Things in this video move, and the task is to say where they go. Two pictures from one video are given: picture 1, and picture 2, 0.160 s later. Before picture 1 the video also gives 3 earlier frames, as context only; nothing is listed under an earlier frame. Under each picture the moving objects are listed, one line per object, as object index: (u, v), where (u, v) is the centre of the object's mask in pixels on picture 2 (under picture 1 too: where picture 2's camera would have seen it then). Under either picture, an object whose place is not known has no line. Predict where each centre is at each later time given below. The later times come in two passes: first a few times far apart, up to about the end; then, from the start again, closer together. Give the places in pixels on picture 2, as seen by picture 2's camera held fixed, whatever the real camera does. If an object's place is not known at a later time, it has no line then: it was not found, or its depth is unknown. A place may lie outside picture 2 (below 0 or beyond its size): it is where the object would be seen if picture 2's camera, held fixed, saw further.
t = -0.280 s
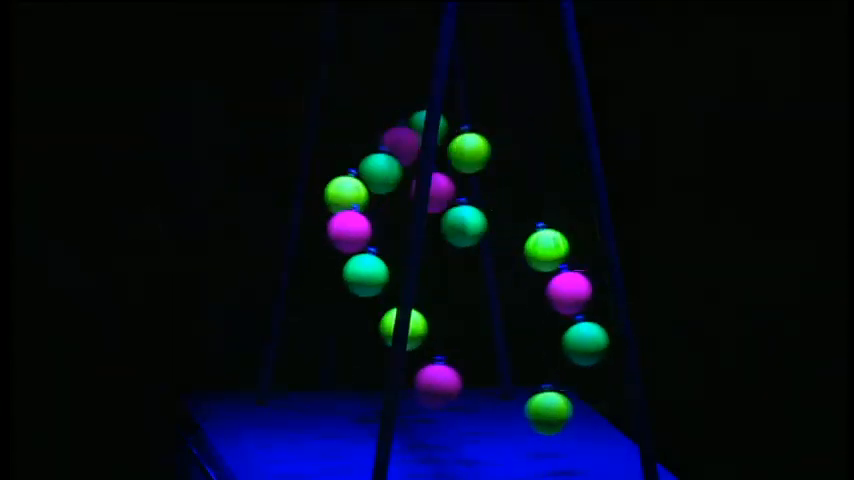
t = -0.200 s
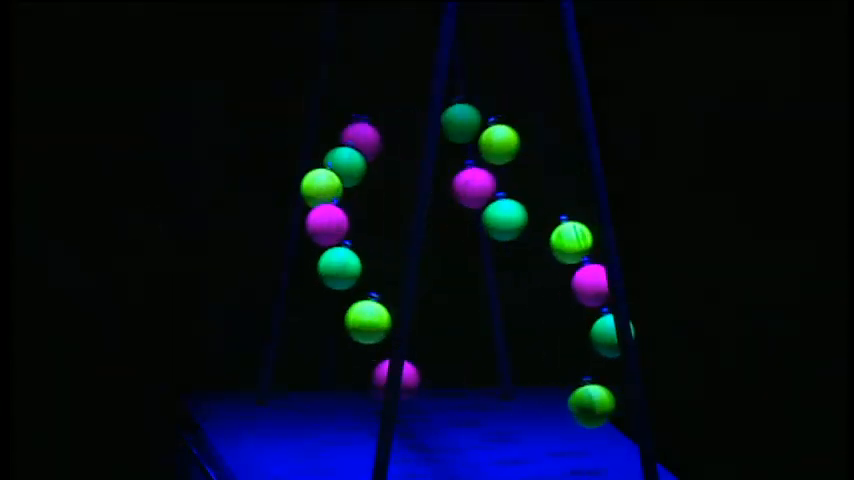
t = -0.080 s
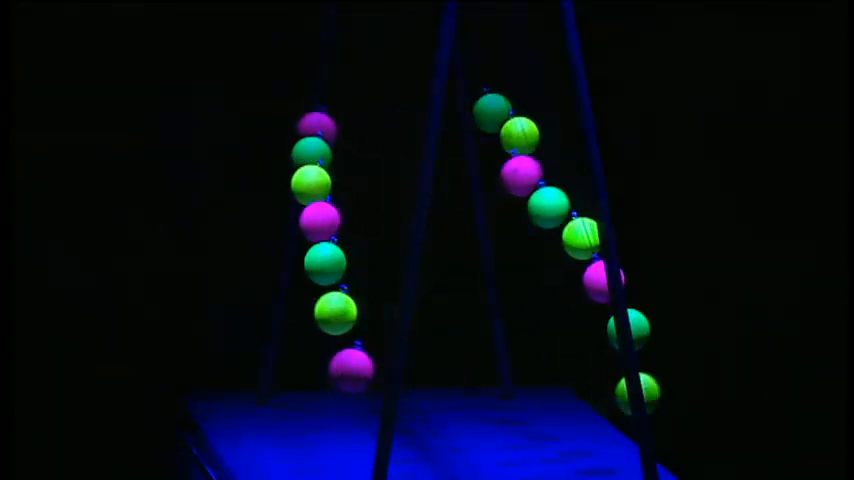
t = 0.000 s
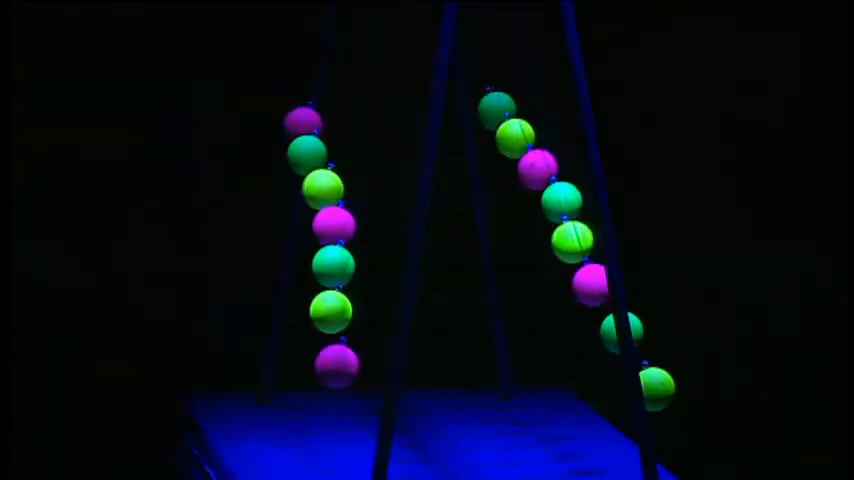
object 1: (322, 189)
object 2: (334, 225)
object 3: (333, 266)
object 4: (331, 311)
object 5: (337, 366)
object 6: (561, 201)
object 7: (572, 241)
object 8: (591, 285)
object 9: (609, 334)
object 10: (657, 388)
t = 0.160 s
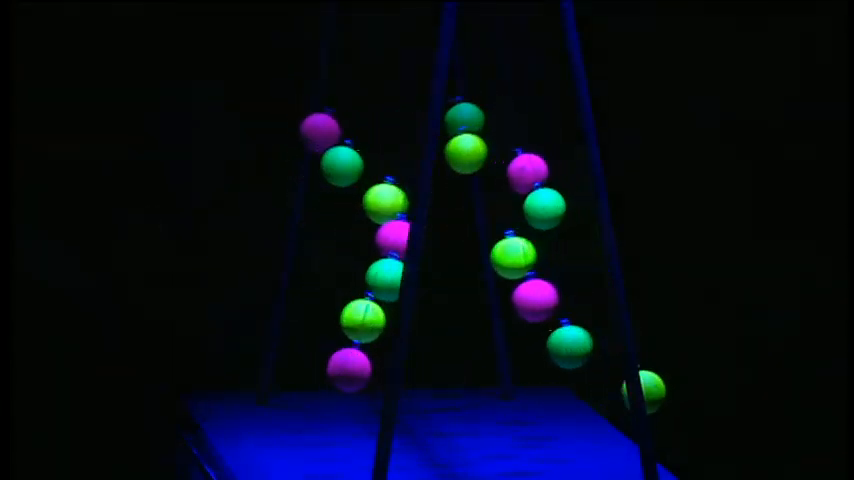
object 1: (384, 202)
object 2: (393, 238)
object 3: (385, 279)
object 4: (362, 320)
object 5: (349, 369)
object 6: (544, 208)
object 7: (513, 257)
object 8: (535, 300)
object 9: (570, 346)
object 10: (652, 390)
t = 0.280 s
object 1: (450, 204)
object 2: (468, 237)
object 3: (450, 281)
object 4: (423, 331)
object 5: (379, 377)
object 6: (498, 220)
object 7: (446, 256)
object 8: (470, 307)
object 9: (505, 356)
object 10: (603, 403)
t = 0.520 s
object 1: (545, 183)
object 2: (563, 221)
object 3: (569, 267)
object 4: (550, 325)
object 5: (526, 383)
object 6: (370, 220)
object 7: (338, 247)
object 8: (353, 293)
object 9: (373, 346)
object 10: (466, 415)
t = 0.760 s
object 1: (520, 192)
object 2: (546, 226)
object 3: (582, 263)
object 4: (604, 309)
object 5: (616, 366)
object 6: (314, 205)
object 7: (337, 246)
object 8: (337, 288)
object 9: (334, 335)
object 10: (353, 399)
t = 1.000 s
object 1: (399, 197)
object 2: (434, 235)
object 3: (484, 283)
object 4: (561, 322)
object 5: (612, 367)
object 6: (384, 223)
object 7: (446, 263)
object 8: (436, 306)
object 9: (418, 354)
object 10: (347, 397)
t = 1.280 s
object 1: (311, 184)
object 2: (322, 223)
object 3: (347, 270)
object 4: (414, 329)
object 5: (487, 381)
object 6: (527, 213)
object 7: (571, 242)
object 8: (577, 289)
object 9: (566, 347)
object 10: (476, 415)
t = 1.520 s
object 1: (370, 198)
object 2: (359, 232)
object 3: (337, 267)
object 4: (333, 312)
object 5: (364, 373)
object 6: (558, 202)
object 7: (560, 246)
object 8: (593, 284)
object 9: (638, 328)
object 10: (608, 401)
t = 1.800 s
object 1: (513, 194)
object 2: (503, 237)
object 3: (459, 280)
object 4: (383, 324)
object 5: (350, 369)
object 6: (447, 226)
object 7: (431, 263)
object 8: (479, 307)
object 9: (551, 350)
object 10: (656, 389)
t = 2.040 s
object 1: (548, 182)
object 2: (571, 218)
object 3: (572, 265)
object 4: (524, 329)
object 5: (456, 385)
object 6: (334, 208)
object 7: (328, 244)
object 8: (358, 294)
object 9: (420, 354)
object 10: (561, 410)
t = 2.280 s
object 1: (462, 204)
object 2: (517, 234)
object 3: (579, 263)
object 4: (602, 310)
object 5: (587, 374)
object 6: (329, 210)
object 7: (352, 250)
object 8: (335, 288)
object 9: (335, 336)
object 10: (420, 411)
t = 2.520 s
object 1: (341, 195)
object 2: (388, 238)
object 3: (475, 284)
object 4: (581, 317)
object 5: (647, 358)
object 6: (439, 227)
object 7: (471, 255)
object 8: (430, 305)
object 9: (371, 345)
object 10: (337, 394)
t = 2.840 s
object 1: (341, 192)
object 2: (324, 223)
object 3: (334, 266)
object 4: (422, 331)
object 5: (533, 382)
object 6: (559, 202)
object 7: (580, 238)
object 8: (583, 287)
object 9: (546, 348)
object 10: (412, 411)
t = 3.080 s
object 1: (458, 205)
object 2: (400, 239)
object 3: (353, 271)
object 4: (334, 312)
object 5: (410, 381)
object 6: (518, 214)
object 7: (527, 254)
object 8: (589, 286)
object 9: (637, 328)
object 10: (549, 412)
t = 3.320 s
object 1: (547, 183)
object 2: (535, 230)
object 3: (468, 280)
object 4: (370, 322)
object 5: (336, 366)
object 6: (390, 221)
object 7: (391, 259)
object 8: (488, 306)
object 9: (588, 342)
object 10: (654, 390)
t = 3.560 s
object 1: (515, 194)
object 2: (567, 219)
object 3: (576, 265)
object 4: (496, 331)
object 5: (379, 376)
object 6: (316, 204)
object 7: (324, 242)
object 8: (364, 296)
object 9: (461, 357)
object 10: (620, 398)
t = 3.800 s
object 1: (394, 204)
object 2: (480, 240)
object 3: (575, 265)
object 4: (597, 313)
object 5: (524, 380)
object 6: (361, 217)
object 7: (369, 255)
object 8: (334, 288)
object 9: (351, 341)
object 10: (514, 415)
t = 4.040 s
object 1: (314, 186)
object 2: (358, 233)
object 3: (467, 284)
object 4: (595, 314)
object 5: (615, 366)
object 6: (487, 220)
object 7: (497, 259)
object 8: (426, 306)
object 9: (347, 339)
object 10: (372, 403)
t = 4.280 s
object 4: (489, 333)
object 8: (548, 298)
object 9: (452, 358)
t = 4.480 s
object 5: (534, 383)
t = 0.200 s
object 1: (399, 204)
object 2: (430, 243)
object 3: (422, 284)
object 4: (376, 323)
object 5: (360, 372)
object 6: (531, 212)
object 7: (492, 260)
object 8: (514, 303)
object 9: (550, 350)
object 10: (620, 397)
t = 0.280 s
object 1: (450, 204)
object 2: (468, 237)
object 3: (450, 281)
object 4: (423, 331)
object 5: (379, 377)
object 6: (498, 220)
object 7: (446, 256)
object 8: (470, 307)
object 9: (505, 356)
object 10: (603, 403)
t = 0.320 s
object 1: (472, 196)
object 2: (487, 240)
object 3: (478, 283)
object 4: (439, 332)
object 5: (416, 384)
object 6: (473, 217)
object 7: (432, 264)
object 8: (447, 301)
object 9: (482, 357)
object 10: (583, 407)
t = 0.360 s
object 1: (492, 198)
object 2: (507, 236)
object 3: (498, 282)
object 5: (433, 385)
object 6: (455, 226)
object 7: (393, 259)
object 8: (428, 306)
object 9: (460, 355)
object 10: (562, 410)
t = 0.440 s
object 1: (525, 190)
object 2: (541, 228)
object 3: (538, 275)
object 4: (508, 331)
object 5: (480, 386)
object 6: (399, 224)
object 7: (365, 254)
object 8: (381, 299)
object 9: (419, 354)
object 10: (515, 415)
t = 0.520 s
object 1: (545, 183)
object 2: (563, 221)
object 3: (569, 267)
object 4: (550, 325)
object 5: (526, 383)
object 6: (370, 220)
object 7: (338, 247)
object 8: (353, 293)
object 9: (373, 346)
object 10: (466, 415)
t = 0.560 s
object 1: (550, 181)
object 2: (569, 218)
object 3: (580, 263)
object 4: (568, 321)
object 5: (550, 381)
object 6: (354, 215)
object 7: (329, 244)
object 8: (341, 289)
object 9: (361, 343)
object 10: (443, 414)
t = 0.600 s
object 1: (551, 180)
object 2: (572, 217)
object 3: (586, 261)
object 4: (583, 317)
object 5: (570, 377)
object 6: (339, 210)
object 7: (323, 242)
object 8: (334, 287)
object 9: (349, 340)
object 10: (420, 412)
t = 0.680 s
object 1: (543, 184)
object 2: (566, 220)
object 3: (588, 260)
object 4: (599, 312)
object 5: (604, 371)
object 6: (318, 204)
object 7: (323, 242)
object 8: (329, 286)
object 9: (334, 336)
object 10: (371, 404)
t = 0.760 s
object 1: (520, 192)
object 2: (546, 226)
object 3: (582, 263)
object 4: (604, 309)
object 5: (616, 366)
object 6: (314, 205)
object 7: (337, 246)
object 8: (337, 288)
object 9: (334, 335)
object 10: (353, 399)
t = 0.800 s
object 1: (505, 196)
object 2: (532, 231)
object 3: (573, 266)
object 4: (604, 309)
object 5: (646, 359)
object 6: (318, 206)
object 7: (349, 249)
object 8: (347, 291)
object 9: (339, 337)
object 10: (344, 396)
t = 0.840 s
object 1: (486, 201)
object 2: (514, 235)
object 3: (560, 269)
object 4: (602, 311)
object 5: (647, 358)
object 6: (325, 209)
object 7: (365, 253)
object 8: (360, 295)
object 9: (347, 339)
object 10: (337, 395)
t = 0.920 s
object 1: (446, 206)
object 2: (474, 241)
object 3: (526, 277)
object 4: (591, 315)
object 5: (646, 358)
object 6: (349, 216)
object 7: (393, 257)
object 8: (386, 301)
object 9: (372, 345)
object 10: (335, 394)
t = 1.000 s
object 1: (399, 197)
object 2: (434, 235)
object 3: (484, 283)
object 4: (561, 322)
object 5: (612, 367)
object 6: (384, 223)
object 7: (446, 263)
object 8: (436, 306)
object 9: (418, 354)
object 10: (347, 397)
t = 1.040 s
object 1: (377, 201)
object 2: (397, 240)
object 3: (461, 277)
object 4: (542, 326)
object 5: (605, 370)
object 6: (397, 216)
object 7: (466, 266)
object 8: (459, 307)
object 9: (432, 355)
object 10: (358, 400)
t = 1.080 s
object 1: (360, 199)
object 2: (386, 238)
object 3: (438, 284)
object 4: (522, 329)
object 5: (592, 373)
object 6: (435, 228)
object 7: (491, 261)
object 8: (482, 306)
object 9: (455, 356)
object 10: (367, 402)
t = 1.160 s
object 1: (330, 192)
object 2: (352, 231)
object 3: (388, 279)
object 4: (474, 331)
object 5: (554, 380)
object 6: (471, 224)
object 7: (531, 254)
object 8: (525, 301)
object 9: (502, 356)
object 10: (412, 411)
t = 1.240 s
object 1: (314, 186)
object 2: (329, 225)
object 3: (360, 273)
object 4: (431, 331)
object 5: (509, 385)
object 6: (511, 217)
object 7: (561, 245)
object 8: (562, 293)
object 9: (546, 351)
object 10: (452, 414)
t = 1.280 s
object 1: (311, 184)
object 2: (322, 223)
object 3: (347, 270)
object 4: (414, 329)
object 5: (487, 381)
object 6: (527, 213)
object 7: (571, 242)
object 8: (577, 289)
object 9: (566, 347)
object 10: (476, 415)
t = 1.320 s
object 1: (311, 184)
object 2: (319, 222)
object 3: (336, 267)
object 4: (382, 325)
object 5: (463, 386)
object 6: (541, 209)
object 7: (578, 239)
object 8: (588, 286)
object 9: (583, 343)
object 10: (501, 415)
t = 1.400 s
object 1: (324, 187)
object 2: (325, 222)
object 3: (326, 263)
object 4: (358, 319)
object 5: (419, 382)
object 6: (558, 203)
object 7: (581, 238)
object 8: (596, 282)
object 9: (604, 337)
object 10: (548, 412)
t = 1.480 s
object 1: (352, 194)
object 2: (345, 228)
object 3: (330, 265)
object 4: (338, 313)
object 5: (373, 375)
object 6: (561, 201)
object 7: (571, 242)
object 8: (595, 283)
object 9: (638, 328)
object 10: (591, 405)
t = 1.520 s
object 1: (370, 198)
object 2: (359, 232)
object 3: (337, 267)
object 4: (333, 312)
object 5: (364, 373)
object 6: (558, 202)
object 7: (560, 246)
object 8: (593, 284)
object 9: (638, 328)
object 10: (608, 401)
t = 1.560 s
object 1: (390, 202)
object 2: (376, 236)
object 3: (347, 269)
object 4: (331, 311)
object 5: (353, 370)
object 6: (550, 205)
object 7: (547, 249)
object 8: (587, 286)
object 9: (638, 328)
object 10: (616, 399)
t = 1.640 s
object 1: (440, 207)
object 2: (429, 244)
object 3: (377, 277)
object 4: (338, 314)
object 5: (338, 366)
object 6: (525, 214)
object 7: (511, 258)
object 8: (560, 294)
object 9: (606, 336)
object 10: (654, 389)
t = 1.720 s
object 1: (474, 196)
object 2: (459, 235)
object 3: (425, 284)
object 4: (359, 319)
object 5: (337, 366)
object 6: (491, 220)
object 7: (468, 263)
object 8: (522, 302)
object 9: (587, 342)
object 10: (658, 387)
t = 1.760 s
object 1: (496, 197)
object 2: (484, 240)
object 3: (439, 284)
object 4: (373, 323)
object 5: (342, 367)
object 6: (464, 220)
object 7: (447, 256)
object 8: (501, 305)
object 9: (570, 346)
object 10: (658, 388)
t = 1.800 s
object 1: (513, 194)
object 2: (503, 237)
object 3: (459, 280)
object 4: (383, 324)
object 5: (350, 369)
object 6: (447, 226)
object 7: (431, 263)
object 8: (479, 307)
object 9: (551, 350)
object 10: (656, 389)
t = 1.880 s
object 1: (538, 185)
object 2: (538, 229)
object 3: (506, 281)
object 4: (433, 331)
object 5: (371, 375)
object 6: (397, 222)
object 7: (381, 257)
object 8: (434, 299)
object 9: (506, 355)
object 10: (620, 398)
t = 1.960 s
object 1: (550, 181)
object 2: (561, 221)
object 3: (544, 273)
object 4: (482, 329)
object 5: (416, 383)
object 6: (364, 216)
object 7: (349, 250)
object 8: (385, 300)
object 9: (460, 357)
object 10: (602, 403)
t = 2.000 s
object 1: (551, 181)
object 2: (568, 219)
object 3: (560, 270)
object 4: (502, 331)
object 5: (433, 384)
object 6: (348, 212)
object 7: (337, 247)
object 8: (373, 297)
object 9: (437, 350)
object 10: (583, 407)
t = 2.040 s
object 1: (548, 182)
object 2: (571, 218)
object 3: (572, 265)
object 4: (524, 329)
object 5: (456, 385)
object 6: (334, 208)
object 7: (328, 244)
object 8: (358, 294)
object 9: (420, 354)
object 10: (561, 410)
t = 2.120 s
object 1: (531, 188)
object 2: (566, 219)
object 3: (586, 261)
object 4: (563, 322)
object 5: (501, 381)
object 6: (317, 204)
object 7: (322, 242)
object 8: (337, 288)
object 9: (374, 347)
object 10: (515, 414)
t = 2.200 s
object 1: (501, 197)
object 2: (548, 226)
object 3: (588, 260)
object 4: (592, 315)
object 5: (547, 381)
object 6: (316, 205)
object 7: (329, 243)
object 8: (329, 286)
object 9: (350, 340)
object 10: (466, 415)
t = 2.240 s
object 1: (483, 201)
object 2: (534, 230)
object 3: (585, 261)
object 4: (598, 312)
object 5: (568, 377)
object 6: (321, 207)
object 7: (339, 246)
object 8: (330, 286)
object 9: (341, 338)
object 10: (442, 414)
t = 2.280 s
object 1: (462, 204)
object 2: (517, 234)
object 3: (579, 263)
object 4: (602, 310)
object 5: (587, 374)
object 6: (329, 210)
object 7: (352, 250)
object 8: (335, 288)
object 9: (335, 336)
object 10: (420, 411)
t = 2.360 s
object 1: (405, 204)
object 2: (477, 240)
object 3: (554, 271)
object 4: (604, 309)
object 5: (610, 368)
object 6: (355, 217)
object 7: (384, 257)
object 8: (355, 293)
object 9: (334, 335)
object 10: (372, 403)
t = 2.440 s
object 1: (372, 198)
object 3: (518, 279)
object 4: (599, 312)
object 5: (645, 360)
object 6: (391, 224)
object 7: (433, 264)
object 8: (383, 300)
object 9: (347, 339)
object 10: (353, 399)
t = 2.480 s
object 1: (358, 199)
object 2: (399, 240)
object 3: (497, 281)
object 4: (593, 314)
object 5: (647, 358)
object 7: (449, 263)
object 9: (358, 342)
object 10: (344, 396)
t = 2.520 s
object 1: (341, 195)
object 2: (388, 238)
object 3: (475, 284)
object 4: (581, 317)
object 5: (647, 358)
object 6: (439, 227)
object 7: (471, 255)
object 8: (430, 305)
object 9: (371, 345)
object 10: (337, 394)
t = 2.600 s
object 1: (319, 188)
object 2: (355, 232)
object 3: (433, 284)
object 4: (547, 326)
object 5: (643, 358)
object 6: (480, 224)
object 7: (514, 257)
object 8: (473, 306)
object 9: (417, 353)
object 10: (336, 394)
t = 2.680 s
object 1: (311, 185)
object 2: (331, 226)
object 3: (385, 279)
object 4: (505, 331)
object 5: (606, 370)
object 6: (518, 216)
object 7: (549, 249)
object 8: (519, 298)
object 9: (453, 356)
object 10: (347, 397)
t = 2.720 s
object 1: (312, 185)
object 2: (324, 224)
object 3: (370, 276)
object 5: (593, 374)
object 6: (533, 211)
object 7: (561, 245)
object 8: (537, 299)
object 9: (477, 357)
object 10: (358, 400)
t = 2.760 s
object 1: (318, 185)
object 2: (320, 222)
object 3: (355, 272)
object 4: (459, 333)
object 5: (575, 377)
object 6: (545, 207)
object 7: (572, 242)
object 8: (555, 295)
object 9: (500, 356)
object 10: (367, 403)
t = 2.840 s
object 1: (341, 192)
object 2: (324, 223)
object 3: (334, 266)
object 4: (422, 331)
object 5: (533, 382)
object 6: (559, 202)
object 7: (580, 238)
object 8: (583, 287)
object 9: (546, 348)
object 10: (412, 411)
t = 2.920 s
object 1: (373, 201)
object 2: (343, 227)
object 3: (326, 263)
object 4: (375, 323)
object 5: (487, 385)
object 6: (559, 201)
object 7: (577, 240)
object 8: (594, 283)
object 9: (582, 343)
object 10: (452, 415)
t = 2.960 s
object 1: (392, 205)
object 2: (357, 232)
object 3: (327, 264)
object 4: (362, 320)
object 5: (463, 382)
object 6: (554, 203)
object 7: (569, 243)
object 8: (596, 282)
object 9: (596, 340)
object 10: (477, 415)
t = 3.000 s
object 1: (403, 205)
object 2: (373, 236)
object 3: (332, 266)
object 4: (350, 317)
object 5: (441, 384)
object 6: (546, 207)
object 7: (558, 246)
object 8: (595, 283)
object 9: (604, 338)
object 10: (501, 415)
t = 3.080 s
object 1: (458, 205)
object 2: (400, 239)
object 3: (353, 271)
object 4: (334, 312)
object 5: (410, 381)
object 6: (518, 214)
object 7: (527, 254)
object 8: (589, 286)
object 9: (637, 328)
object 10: (549, 412)
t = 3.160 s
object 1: (501, 195)
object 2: (456, 241)
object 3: (383, 278)
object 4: (333, 312)
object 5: (366, 374)
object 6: (484, 218)
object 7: (487, 261)
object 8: (566, 293)
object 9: (638, 328)
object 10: (592, 405)
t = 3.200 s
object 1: (515, 194)
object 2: (483, 235)
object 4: (337, 313)
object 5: (354, 371)
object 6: (456, 221)
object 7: (465, 263)
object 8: (549, 297)
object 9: (609, 335)
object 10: (608, 401)
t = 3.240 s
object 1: (529, 190)
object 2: (500, 238)
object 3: (430, 284)
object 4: (345, 316)
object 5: (345, 368)
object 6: (441, 225)
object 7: (446, 259)
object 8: (530, 301)
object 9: (605, 337)
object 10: (616, 400)
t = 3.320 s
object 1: (547, 183)
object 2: (535, 230)
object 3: (468, 280)
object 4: (370, 322)
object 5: (336, 366)
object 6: (390, 221)
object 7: (391, 259)
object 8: (488, 306)
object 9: (588, 342)
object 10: (654, 390)
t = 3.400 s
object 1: (550, 181)
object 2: (559, 222)
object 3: (513, 280)
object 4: (418, 330)
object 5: (342, 367)
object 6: (356, 215)
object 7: (362, 253)
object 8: (443, 306)
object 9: (552, 350)
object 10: (658, 388)
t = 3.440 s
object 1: (546, 182)
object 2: (566, 220)
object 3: (533, 276)
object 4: (428, 331)
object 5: (349, 370)
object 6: (341, 212)
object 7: (348, 250)
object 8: (427, 299)
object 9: (530, 353)
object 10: (657, 388)
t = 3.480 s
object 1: (539, 186)
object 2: (570, 218)
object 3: (550, 272)
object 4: (449, 333)
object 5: (360, 372)
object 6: (329, 208)
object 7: (336, 247)
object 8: (396, 301)
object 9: (507, 355)
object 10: (655, 389)
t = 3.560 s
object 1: (515, 194)
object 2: (567, 219)
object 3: (576, 265)
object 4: (496, 331)
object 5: (379, 376)
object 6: (316, 204)
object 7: (324, 242)
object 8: (364, 296)
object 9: (461, 357)
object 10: (620, 398)
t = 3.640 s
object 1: (479, 202)
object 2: (549, 226)
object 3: (587, 260)
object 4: (538, 327)
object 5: (431, 384)
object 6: (317, 204)
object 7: (325, 243)
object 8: (341, 289)
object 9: (420, 350)
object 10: (601, 403)
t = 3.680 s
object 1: (458, 204)
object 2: (536, 230)
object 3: (588, 260)
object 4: (557, 323)
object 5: (455, 385)
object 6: (323, 206)
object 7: (331, 244)
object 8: (334, 287)
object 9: (383, 348)
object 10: (582, 407)
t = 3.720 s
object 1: (441, 207)
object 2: (520, 234)
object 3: (587, 261)
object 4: (574, 320)
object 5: (478, 386)
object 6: (333, 210)
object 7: (341, 247)
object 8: (330, 286)
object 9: (375, 347)
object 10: (561, 411)
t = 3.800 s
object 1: (394, 204)
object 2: (480, 240)
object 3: (575, 265)
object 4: (597, 313)
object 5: (524, 380)
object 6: (361, 217)
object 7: (369, 255)
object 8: (334, 288)
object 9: (351, 341)
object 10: (514, 415)
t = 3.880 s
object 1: (355, 198)
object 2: (441, 241)
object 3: (548, 273)
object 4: (603, 310)
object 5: (567, 378)
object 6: (395, 222)
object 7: (396, 259)
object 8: (351, 292)
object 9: (336, 336)
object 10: (466, 415)
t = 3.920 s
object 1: (340, 194)
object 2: (401, 240)
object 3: (530, 277)
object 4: (603, 310)
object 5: (586, 375)
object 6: (436, 221)
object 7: (434, 264)
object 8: (364, 296)
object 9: (334, 335)
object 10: (442, 413)
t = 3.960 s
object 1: (328, 191)
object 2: (391, 239)
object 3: (510, 280)
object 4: (602, 310)
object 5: (601, 371)
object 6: (445, 225)
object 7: (452, 263)
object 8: (379, 299)
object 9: (335, 336)
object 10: (420, 411)
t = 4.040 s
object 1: (314, 186)
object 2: (358, 233)
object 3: (467, 284)
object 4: (595, 314)
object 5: (615, 366)
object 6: (487, 220)
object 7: (497, 259)
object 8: (426, 306)
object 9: (347, 339)
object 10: (372, 403)
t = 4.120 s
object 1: (314, 186)
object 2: (333, 226)
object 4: (570, 321)
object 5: (646, 358)
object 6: (523, 214)
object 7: (534, 253)
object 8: (464, 307)
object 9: (371, 345)
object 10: (353, 399)
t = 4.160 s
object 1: (319, 187)
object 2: (325, 224)
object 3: (391, 280)
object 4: (552, 324)
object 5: (646, 358)
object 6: (537, 209)
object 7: (550, 249)
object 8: (487, 306)
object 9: (380, 348)
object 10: (344, 396)
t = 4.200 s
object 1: (330, 188)
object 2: (321, 222)
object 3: (381, 278)
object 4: (532, 327)
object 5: (645, 359)
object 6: (548, 205)
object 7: (562, 245)
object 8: (507, 301)
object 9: (417, 353)
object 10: (338, 394)
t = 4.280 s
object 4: (489, 333)
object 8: (548, 298)
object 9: (452, 358)
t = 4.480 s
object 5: (534, 383)
